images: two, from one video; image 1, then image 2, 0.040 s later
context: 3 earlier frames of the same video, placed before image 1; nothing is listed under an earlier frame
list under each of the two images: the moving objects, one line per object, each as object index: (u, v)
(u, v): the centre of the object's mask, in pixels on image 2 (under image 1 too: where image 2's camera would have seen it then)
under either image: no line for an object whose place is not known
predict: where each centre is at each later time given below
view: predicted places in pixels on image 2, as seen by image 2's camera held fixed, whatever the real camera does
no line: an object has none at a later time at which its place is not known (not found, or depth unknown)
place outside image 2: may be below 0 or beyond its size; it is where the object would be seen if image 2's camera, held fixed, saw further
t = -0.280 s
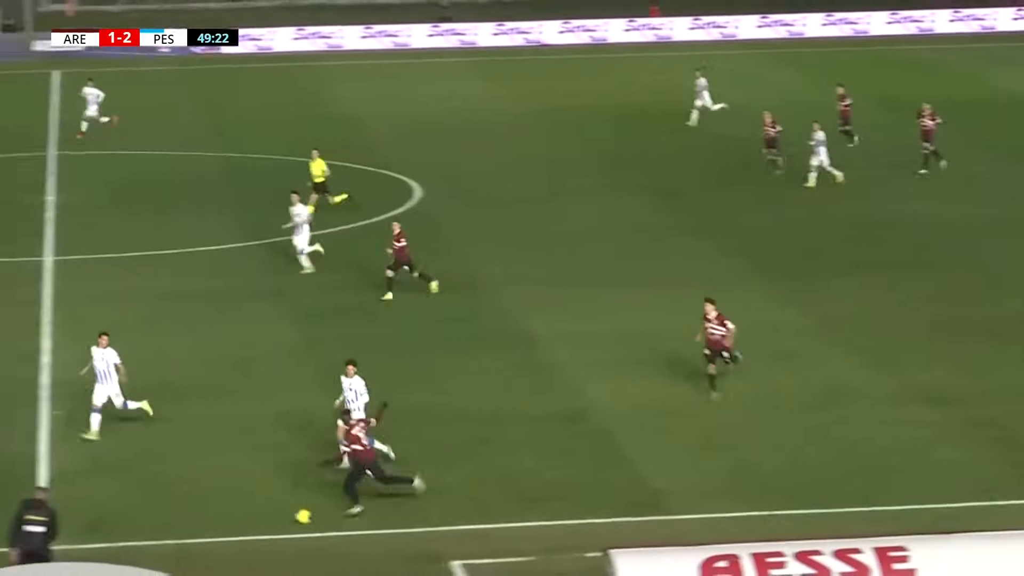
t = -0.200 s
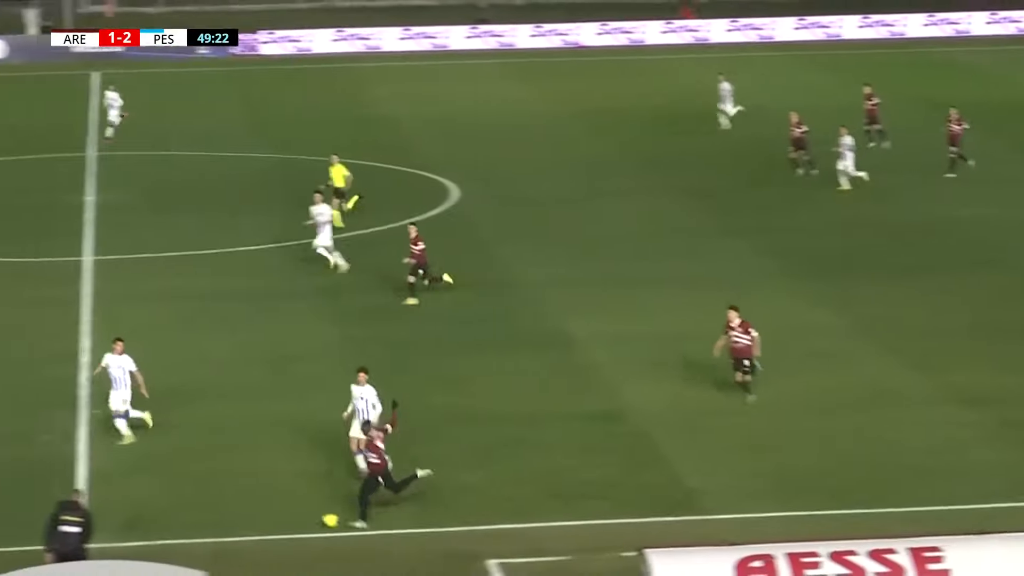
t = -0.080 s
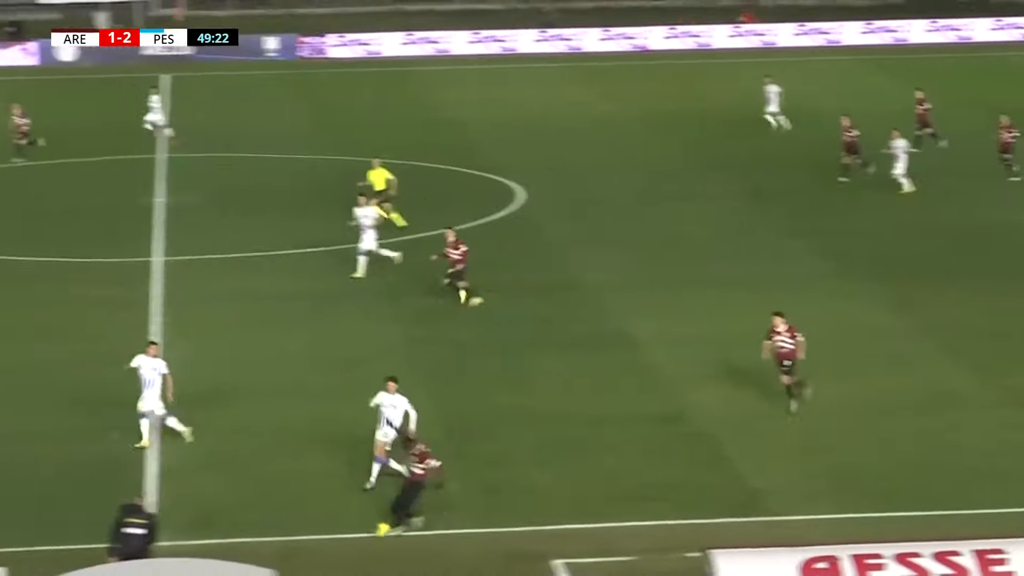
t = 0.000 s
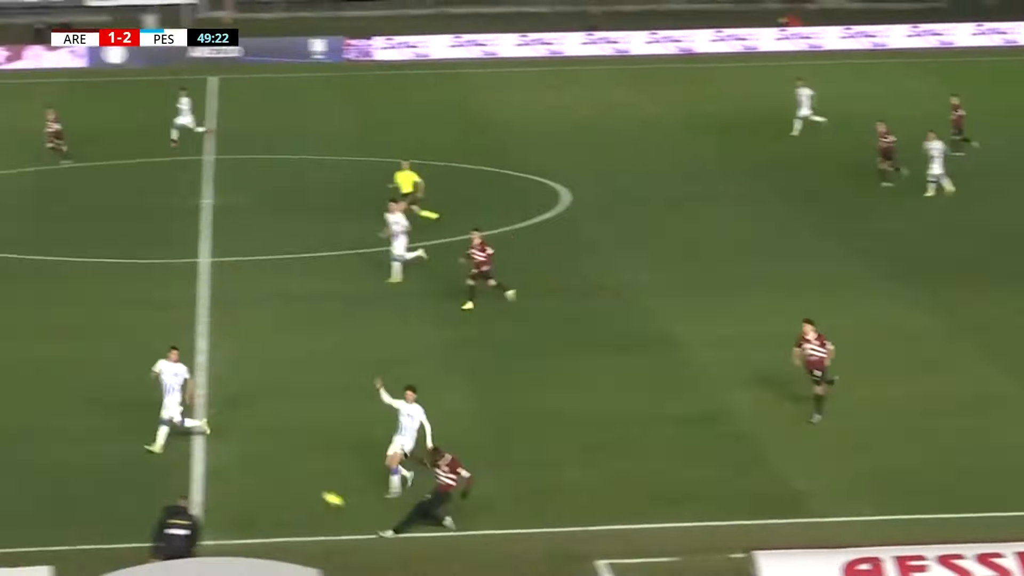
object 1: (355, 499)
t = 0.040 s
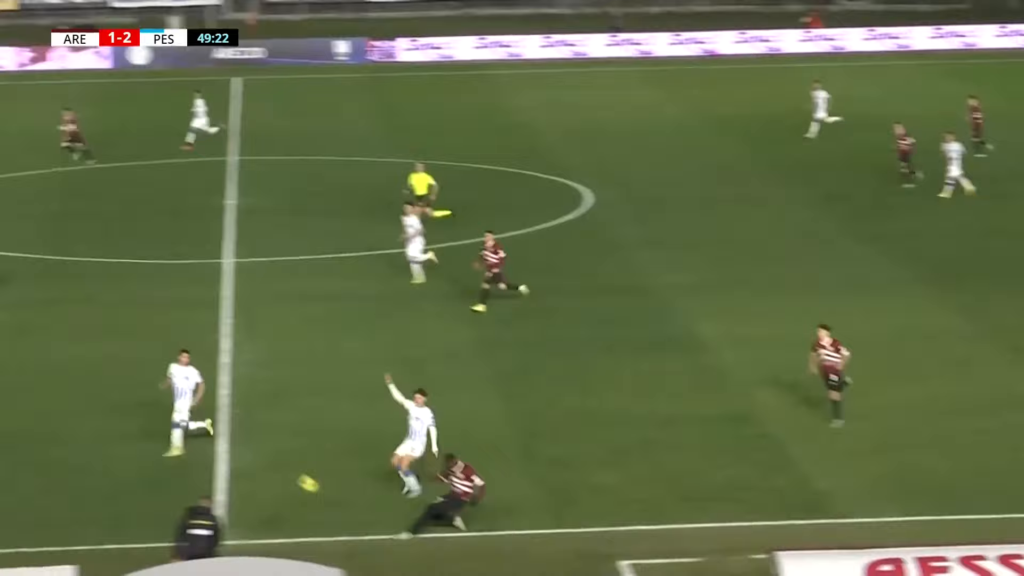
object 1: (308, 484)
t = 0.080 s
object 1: (263, 469)
